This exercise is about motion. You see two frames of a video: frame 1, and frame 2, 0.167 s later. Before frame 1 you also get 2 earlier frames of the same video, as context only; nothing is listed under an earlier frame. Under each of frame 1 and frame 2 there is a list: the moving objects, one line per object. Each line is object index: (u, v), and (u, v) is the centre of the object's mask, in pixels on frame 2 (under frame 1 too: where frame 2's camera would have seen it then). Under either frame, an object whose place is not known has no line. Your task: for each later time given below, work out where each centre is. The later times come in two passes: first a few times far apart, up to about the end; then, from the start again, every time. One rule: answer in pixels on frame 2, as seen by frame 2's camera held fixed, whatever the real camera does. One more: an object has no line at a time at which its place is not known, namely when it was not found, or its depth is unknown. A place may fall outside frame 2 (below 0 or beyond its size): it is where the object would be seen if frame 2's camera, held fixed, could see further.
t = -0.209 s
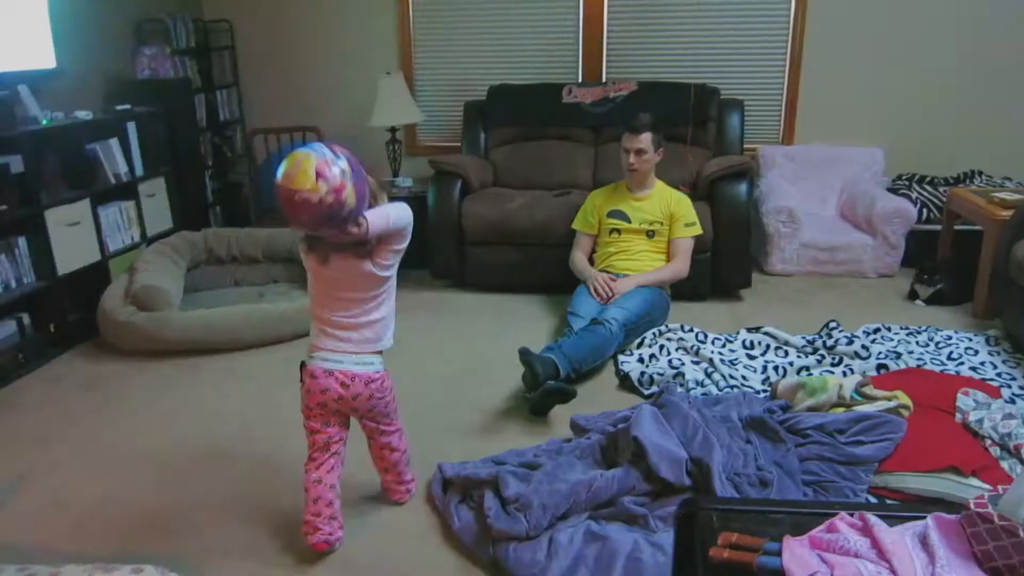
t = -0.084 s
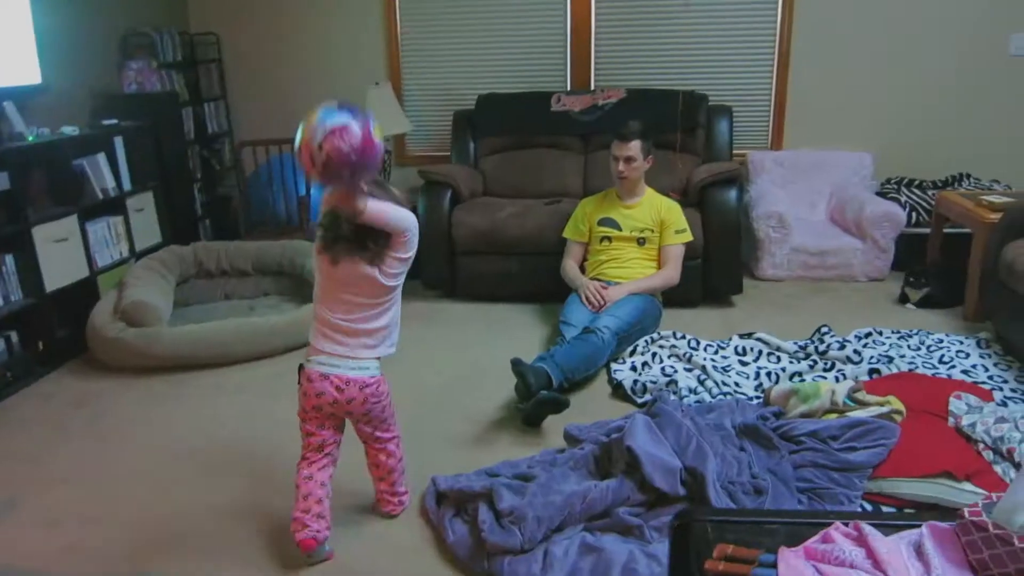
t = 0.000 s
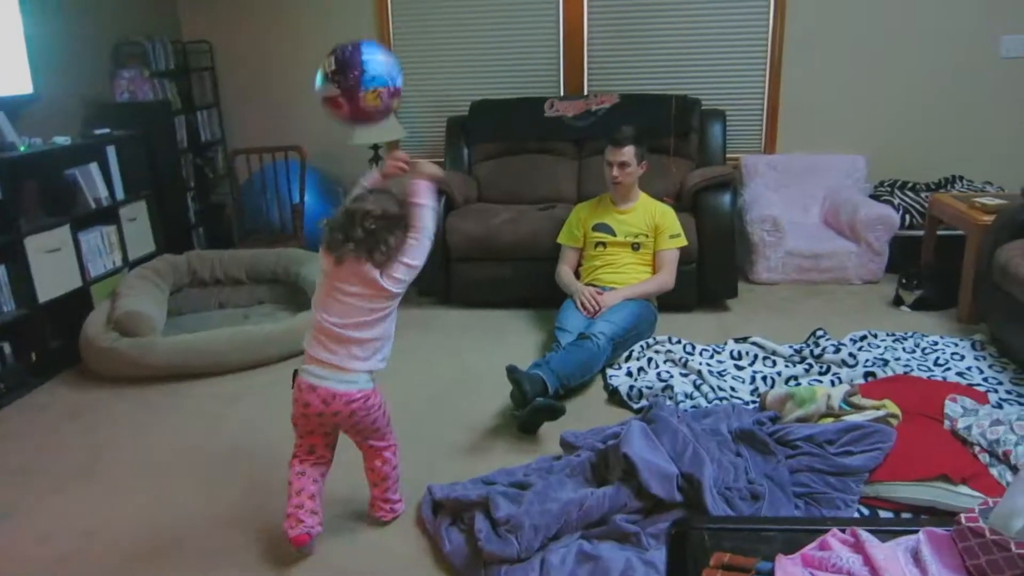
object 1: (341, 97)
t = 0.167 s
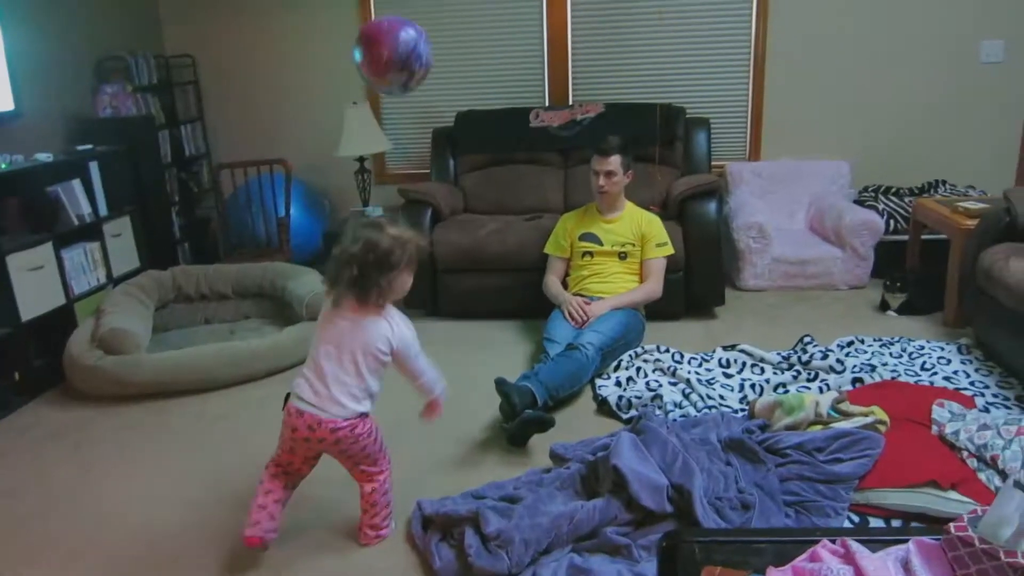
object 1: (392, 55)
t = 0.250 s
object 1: (418, 74)
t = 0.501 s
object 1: (489, 250)
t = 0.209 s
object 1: (406, 61)
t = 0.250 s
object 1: (418, 74)
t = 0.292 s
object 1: (431, 92)
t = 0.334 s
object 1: (445, 116)
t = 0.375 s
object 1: (457, 143)
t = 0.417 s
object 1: (468, 174)
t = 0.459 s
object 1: (478, 206)
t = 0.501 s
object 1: (489, 250)
